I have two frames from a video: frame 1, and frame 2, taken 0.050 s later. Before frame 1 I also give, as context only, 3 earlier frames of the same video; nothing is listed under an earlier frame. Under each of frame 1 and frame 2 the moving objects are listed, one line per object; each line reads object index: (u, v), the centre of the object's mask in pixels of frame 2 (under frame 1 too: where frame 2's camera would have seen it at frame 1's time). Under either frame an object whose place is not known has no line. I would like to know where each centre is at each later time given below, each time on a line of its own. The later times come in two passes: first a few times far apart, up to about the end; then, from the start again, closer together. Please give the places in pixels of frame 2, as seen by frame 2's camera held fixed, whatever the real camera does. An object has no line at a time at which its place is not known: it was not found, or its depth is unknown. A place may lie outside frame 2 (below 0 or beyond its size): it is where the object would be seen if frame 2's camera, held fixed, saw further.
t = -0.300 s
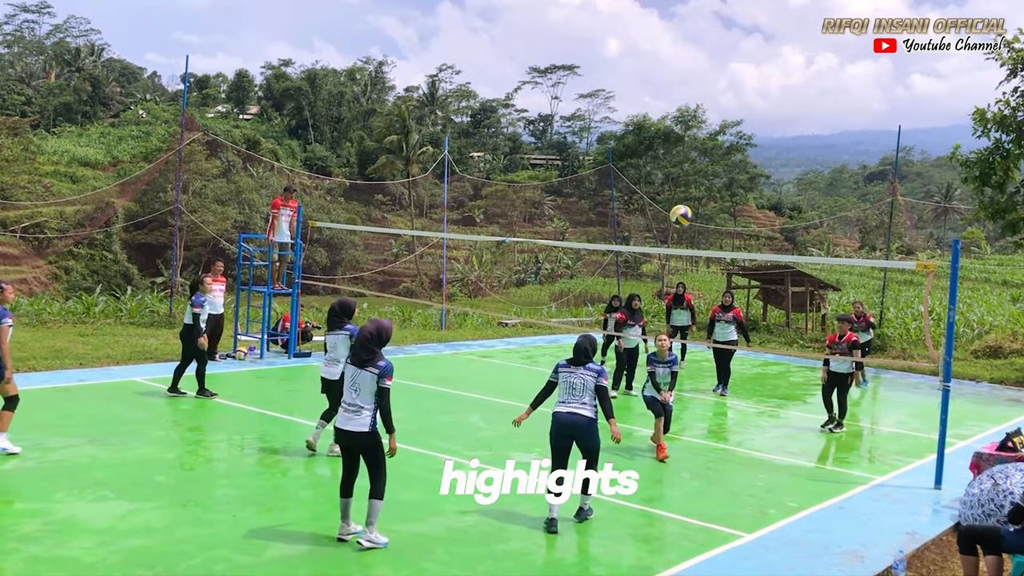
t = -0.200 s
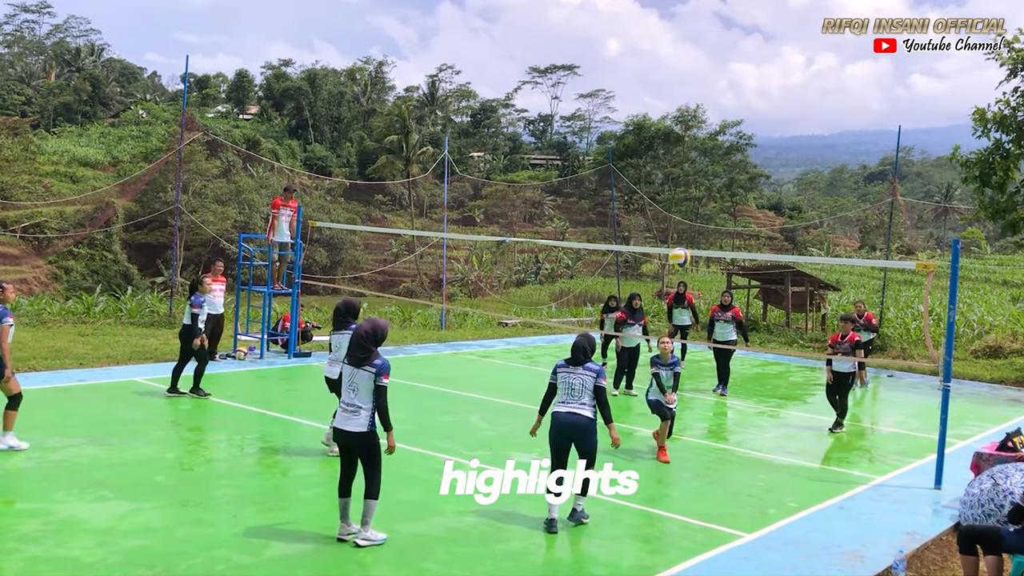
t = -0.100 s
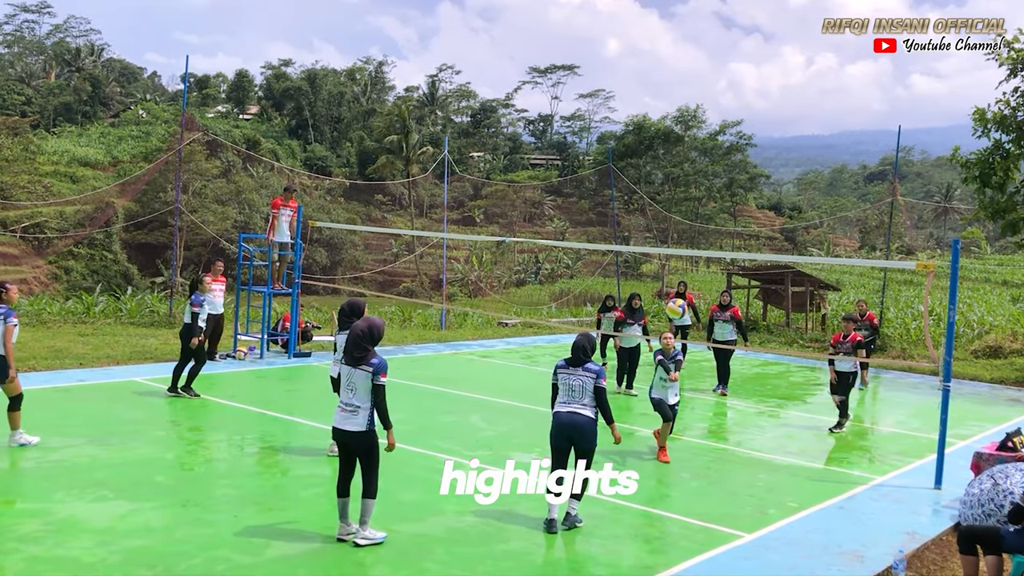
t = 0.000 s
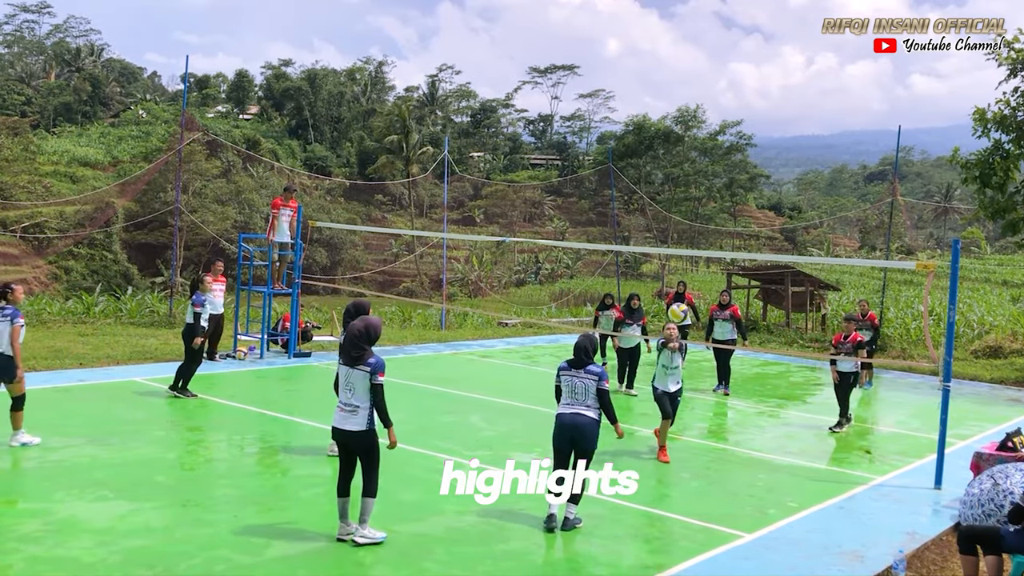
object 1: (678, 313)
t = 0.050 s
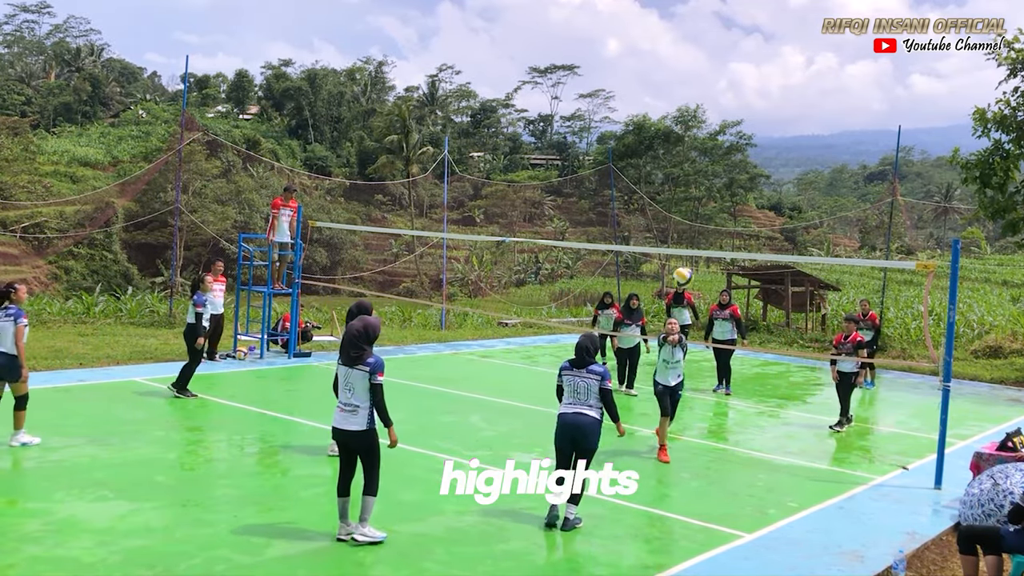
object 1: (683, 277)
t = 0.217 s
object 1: (699, 176)
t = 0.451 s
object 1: (718, 77)
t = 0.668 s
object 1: (733, 33)
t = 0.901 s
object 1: (744, 37)
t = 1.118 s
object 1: (751, 89)
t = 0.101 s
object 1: (688, 244)
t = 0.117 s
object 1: (689, 234)
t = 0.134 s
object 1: (691, 223)
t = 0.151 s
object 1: (692, 213)
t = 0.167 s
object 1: (694, 203)
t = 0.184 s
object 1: (696, 194)
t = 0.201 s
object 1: (697, 185)
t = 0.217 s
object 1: (699, 176)
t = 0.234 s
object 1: (700, 167)
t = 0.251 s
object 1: (702, 159)
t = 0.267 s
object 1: (703, 151)
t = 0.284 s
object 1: (704, 142)
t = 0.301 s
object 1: (706, 135)
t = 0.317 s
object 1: (707, 127)
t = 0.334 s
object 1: (708, 120)
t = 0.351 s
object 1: (710, 113)
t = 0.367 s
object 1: (712, 106)
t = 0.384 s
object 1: (713, 100)
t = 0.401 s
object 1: (714, 94)
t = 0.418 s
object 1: (716, 88)
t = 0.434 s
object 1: (717, 83)
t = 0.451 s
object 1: (718, 77)
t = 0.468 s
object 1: (719, 72)
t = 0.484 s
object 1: (720, 67)
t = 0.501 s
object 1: (721, 63)
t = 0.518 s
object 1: (723, 59)
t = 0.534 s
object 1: (724, 55)
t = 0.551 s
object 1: (725, 51)
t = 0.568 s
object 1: (726, 48)
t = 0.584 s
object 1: (727, 44)
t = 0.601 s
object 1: (728, 42)
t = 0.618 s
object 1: (730, 39)
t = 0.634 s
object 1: (731, 37)
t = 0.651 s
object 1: (731, 35)
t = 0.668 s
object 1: (733, 33)
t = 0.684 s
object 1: (734, 31)
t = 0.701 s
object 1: (735, 30)
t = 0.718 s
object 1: (736, 29)
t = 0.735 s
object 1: (737, 29)
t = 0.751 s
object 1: (737, 28)
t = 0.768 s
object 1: (738, 28)
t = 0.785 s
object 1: (739, 28)
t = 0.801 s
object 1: (740, 28)
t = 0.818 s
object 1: (741, 29)
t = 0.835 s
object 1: (742, 30)
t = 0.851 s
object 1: (742, 31)
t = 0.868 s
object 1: (743, 33)
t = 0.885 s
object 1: (744, 35)
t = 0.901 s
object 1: (744, 37)
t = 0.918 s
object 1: (745, 39)
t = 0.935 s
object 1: (746, 42)
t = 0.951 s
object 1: (746, 45)
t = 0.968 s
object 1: (747, 48)
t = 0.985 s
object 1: (748, 51)
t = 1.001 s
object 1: (748, 55)
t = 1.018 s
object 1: (749, 59)
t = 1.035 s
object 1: (749, 63)
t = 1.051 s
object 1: (750, 68)
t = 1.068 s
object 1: (750, 73)
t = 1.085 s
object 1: (751, 78)
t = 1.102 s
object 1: (751, 84)
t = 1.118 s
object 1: (751, 89)
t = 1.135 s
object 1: (751, 95)
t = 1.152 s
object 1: (752, 102)
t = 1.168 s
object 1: (752, 108)
